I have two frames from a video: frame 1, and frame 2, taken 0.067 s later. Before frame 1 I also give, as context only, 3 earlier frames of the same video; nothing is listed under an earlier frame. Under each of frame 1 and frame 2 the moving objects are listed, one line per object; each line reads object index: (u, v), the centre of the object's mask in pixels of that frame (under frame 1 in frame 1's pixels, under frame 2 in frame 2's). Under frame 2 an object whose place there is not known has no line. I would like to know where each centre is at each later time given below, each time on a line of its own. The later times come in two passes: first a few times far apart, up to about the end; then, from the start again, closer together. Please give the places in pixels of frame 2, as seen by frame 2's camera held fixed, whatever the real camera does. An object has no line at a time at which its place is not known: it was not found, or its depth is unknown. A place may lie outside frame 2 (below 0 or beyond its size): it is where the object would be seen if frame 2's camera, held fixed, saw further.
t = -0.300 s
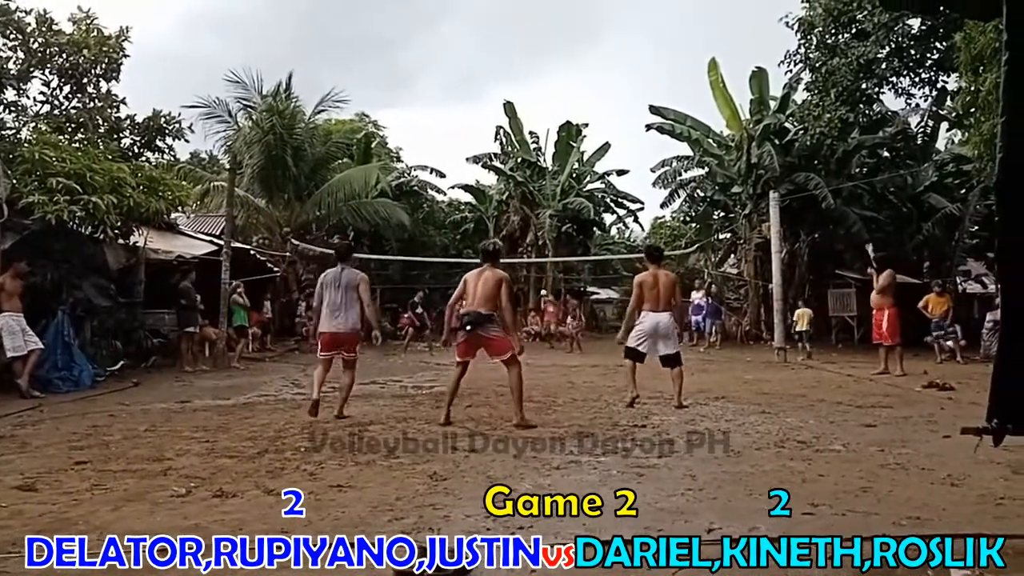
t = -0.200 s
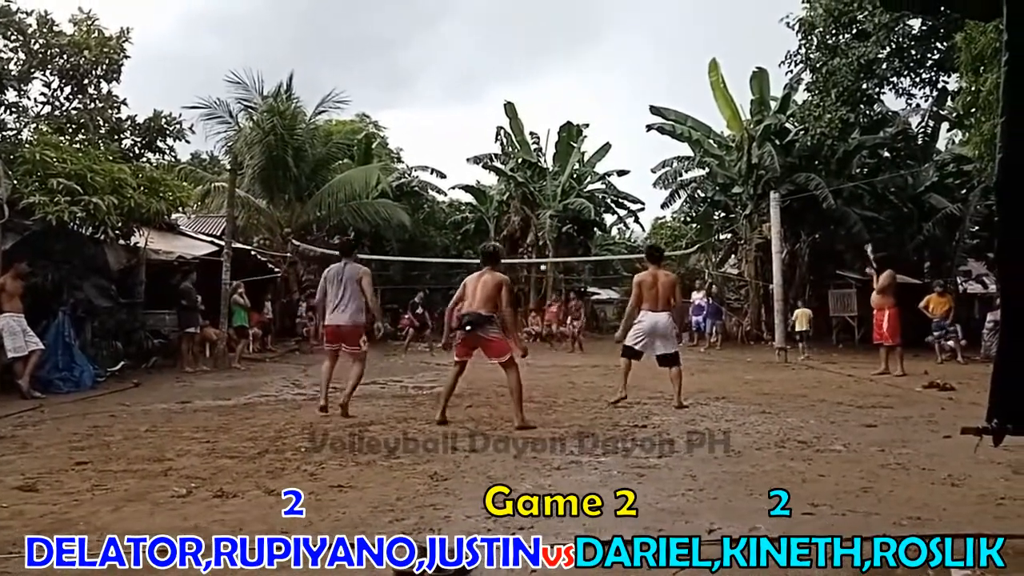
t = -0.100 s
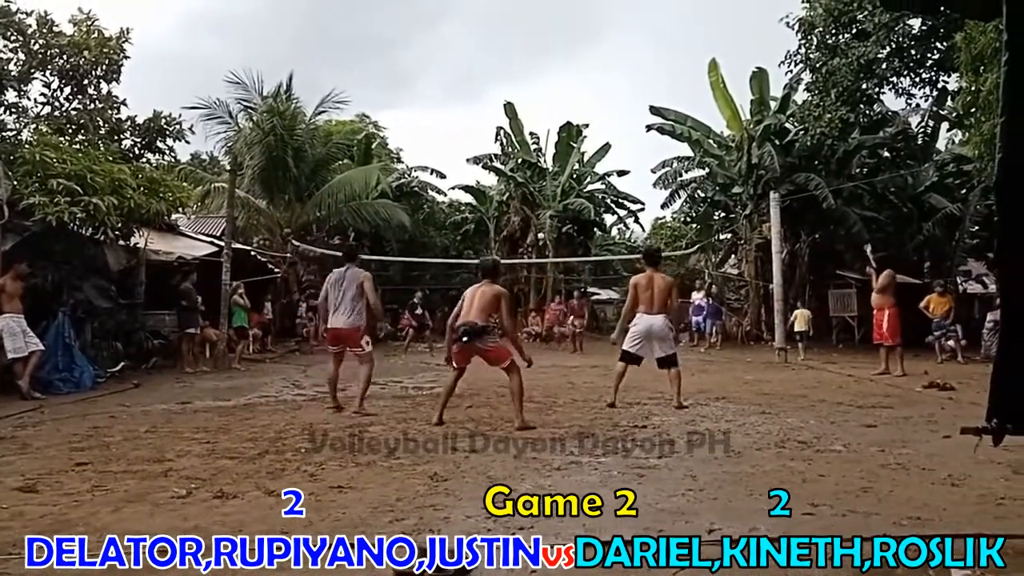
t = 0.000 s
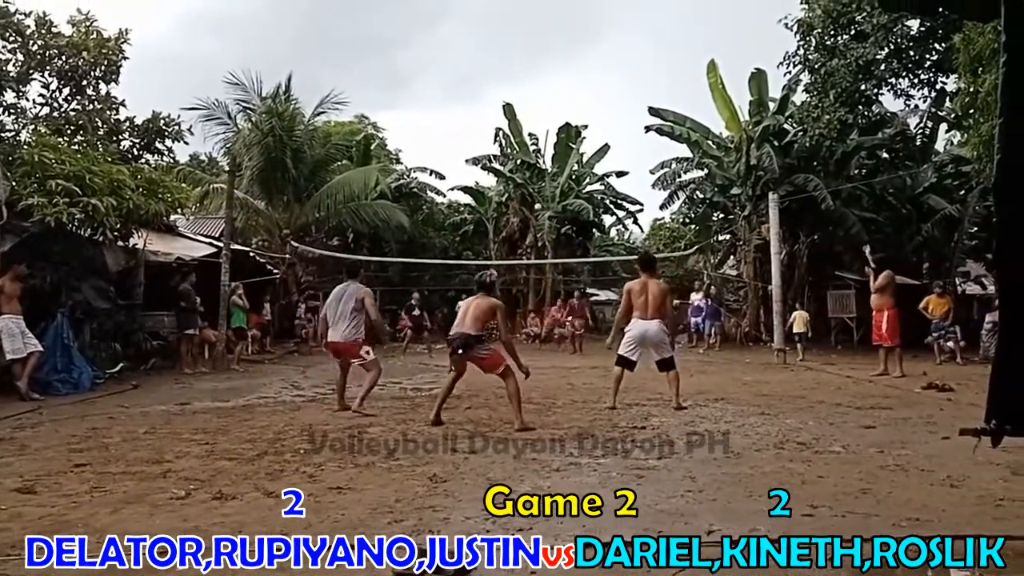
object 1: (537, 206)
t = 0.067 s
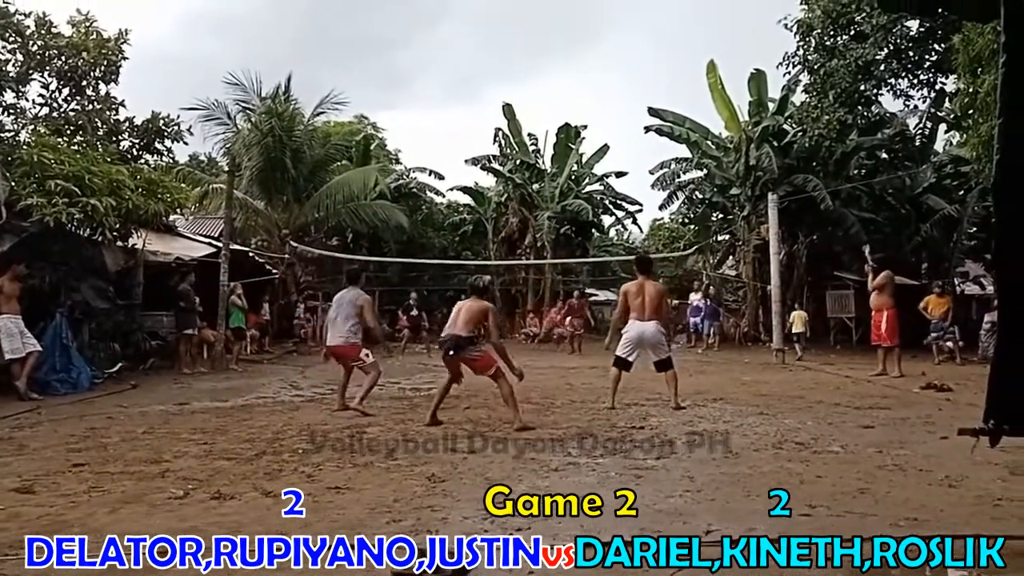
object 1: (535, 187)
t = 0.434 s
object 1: (527, 103)
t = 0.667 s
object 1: (518, 66)
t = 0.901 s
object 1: (504, 55)
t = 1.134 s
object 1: (480, 90)
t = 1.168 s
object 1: (475, 100)
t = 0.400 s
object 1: (528, 110)
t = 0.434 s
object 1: (527, 103)
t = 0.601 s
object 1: (521, 74)
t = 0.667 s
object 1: (518, 66)
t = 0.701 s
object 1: (517, 62)
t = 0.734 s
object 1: (516, 60)
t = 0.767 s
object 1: (513, 56)
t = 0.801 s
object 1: (511, 55)
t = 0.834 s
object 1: (509, 54)
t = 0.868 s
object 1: (507, 54)
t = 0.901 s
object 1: (504, 55)
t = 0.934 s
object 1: (501, 56)
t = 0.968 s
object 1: (498, 59)
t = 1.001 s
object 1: (495, 62)
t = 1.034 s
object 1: (492, 67)
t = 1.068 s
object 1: (488, 74)
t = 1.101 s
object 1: (484, 81)
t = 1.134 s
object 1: (480, 90)
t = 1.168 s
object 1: (475, 100)
